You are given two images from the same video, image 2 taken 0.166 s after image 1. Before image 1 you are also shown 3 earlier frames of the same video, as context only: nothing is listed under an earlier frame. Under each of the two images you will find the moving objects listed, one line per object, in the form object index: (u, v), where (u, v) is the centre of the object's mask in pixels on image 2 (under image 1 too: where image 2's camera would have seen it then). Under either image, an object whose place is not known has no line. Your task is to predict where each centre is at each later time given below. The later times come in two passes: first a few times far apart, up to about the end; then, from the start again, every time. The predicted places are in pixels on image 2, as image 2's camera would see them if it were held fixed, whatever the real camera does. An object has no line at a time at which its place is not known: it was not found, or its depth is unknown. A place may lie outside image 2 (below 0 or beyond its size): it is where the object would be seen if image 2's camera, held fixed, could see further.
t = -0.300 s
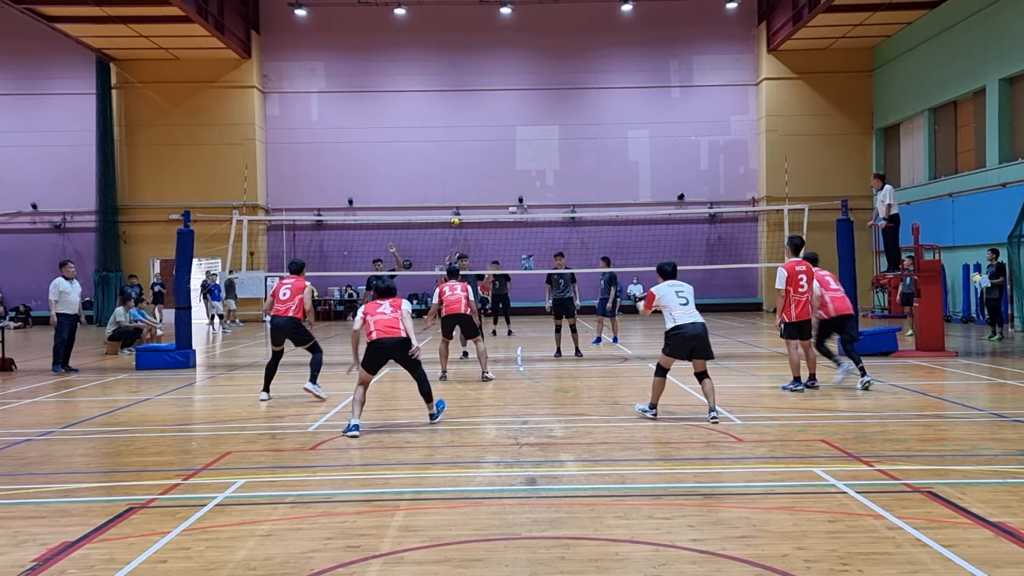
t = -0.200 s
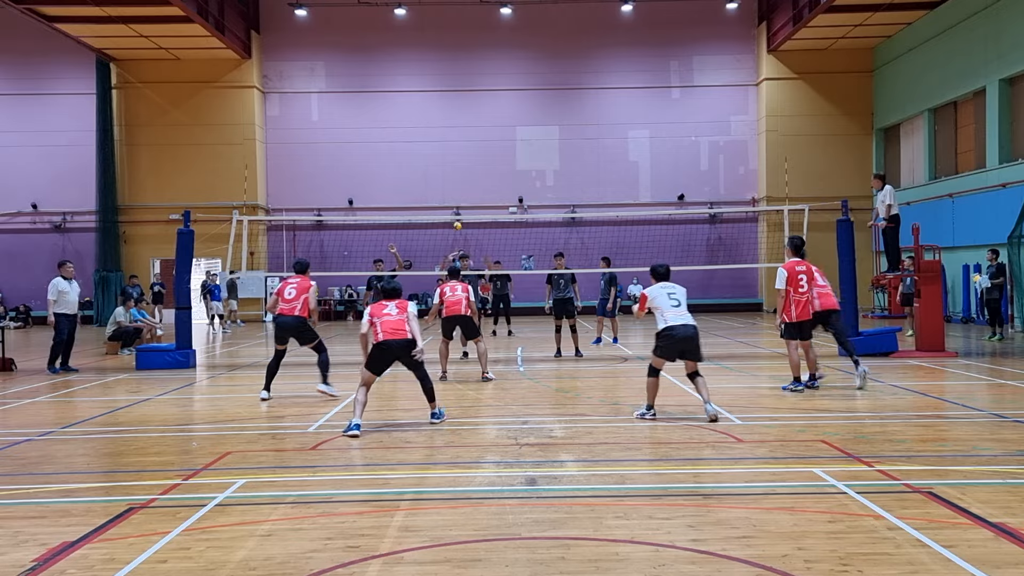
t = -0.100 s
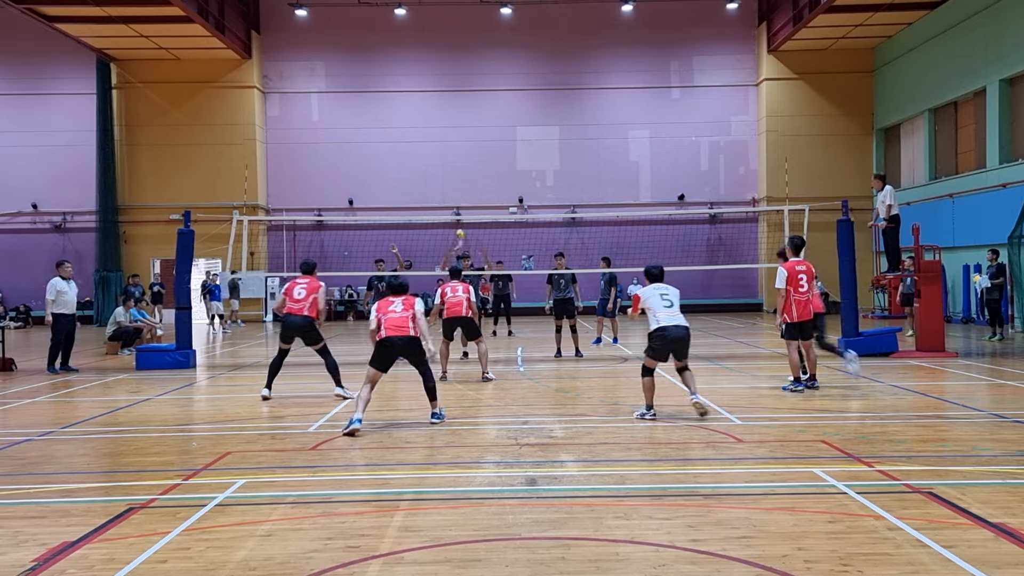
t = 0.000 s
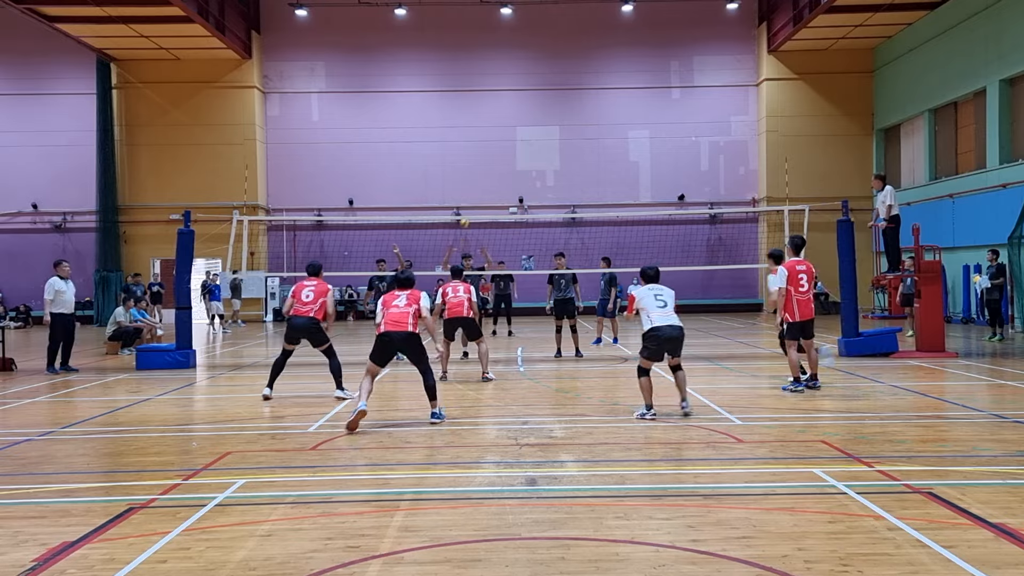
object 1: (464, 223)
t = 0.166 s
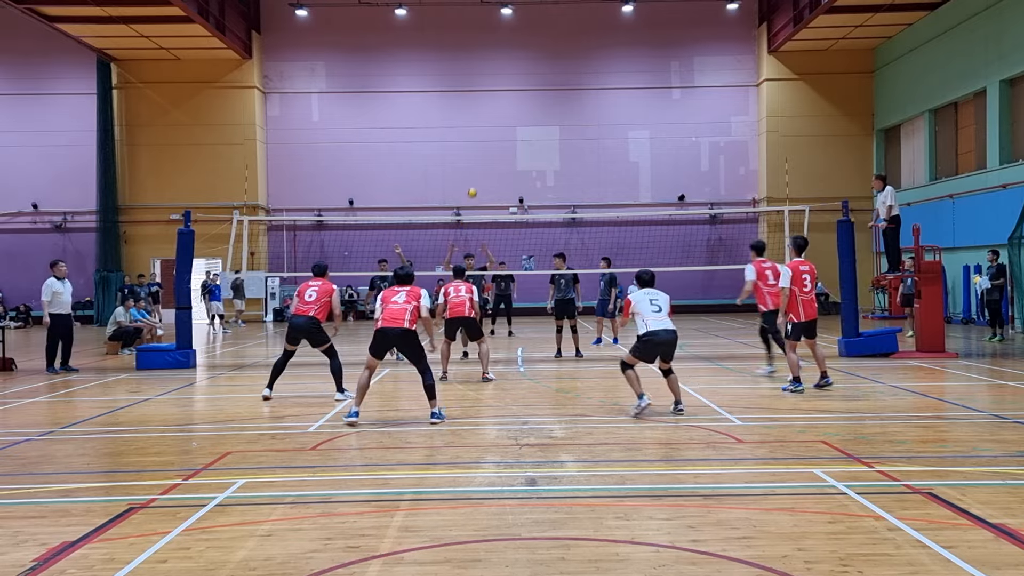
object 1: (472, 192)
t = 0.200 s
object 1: (474, 187)
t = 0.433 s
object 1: (484, 162)
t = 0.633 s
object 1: (496, 161)
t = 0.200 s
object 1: (474, 187)
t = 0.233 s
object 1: (475, 182)
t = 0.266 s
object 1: (477, 178)
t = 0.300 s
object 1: (479, 174)
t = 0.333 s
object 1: (480, 170)
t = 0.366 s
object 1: (481, 166)
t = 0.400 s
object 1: (483, 164)
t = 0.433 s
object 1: (484, 162)
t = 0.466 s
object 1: (486, 160)
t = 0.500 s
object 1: (487, 159)
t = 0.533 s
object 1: (489, 158)
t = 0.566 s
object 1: (491, 159)
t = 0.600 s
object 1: (493, 159)
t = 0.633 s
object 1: (496, 161)
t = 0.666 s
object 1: (498, 164)
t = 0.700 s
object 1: (501, 167)
